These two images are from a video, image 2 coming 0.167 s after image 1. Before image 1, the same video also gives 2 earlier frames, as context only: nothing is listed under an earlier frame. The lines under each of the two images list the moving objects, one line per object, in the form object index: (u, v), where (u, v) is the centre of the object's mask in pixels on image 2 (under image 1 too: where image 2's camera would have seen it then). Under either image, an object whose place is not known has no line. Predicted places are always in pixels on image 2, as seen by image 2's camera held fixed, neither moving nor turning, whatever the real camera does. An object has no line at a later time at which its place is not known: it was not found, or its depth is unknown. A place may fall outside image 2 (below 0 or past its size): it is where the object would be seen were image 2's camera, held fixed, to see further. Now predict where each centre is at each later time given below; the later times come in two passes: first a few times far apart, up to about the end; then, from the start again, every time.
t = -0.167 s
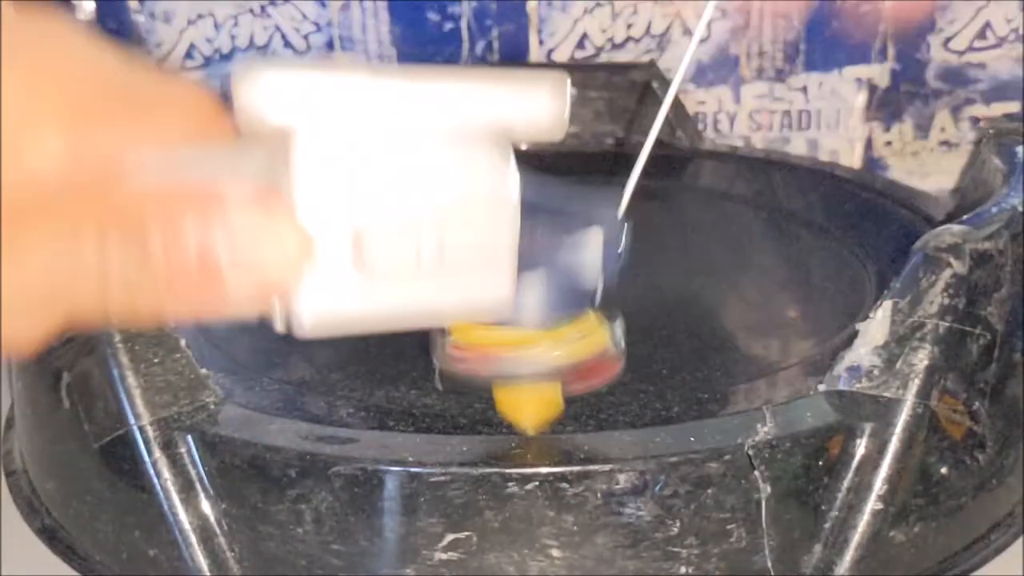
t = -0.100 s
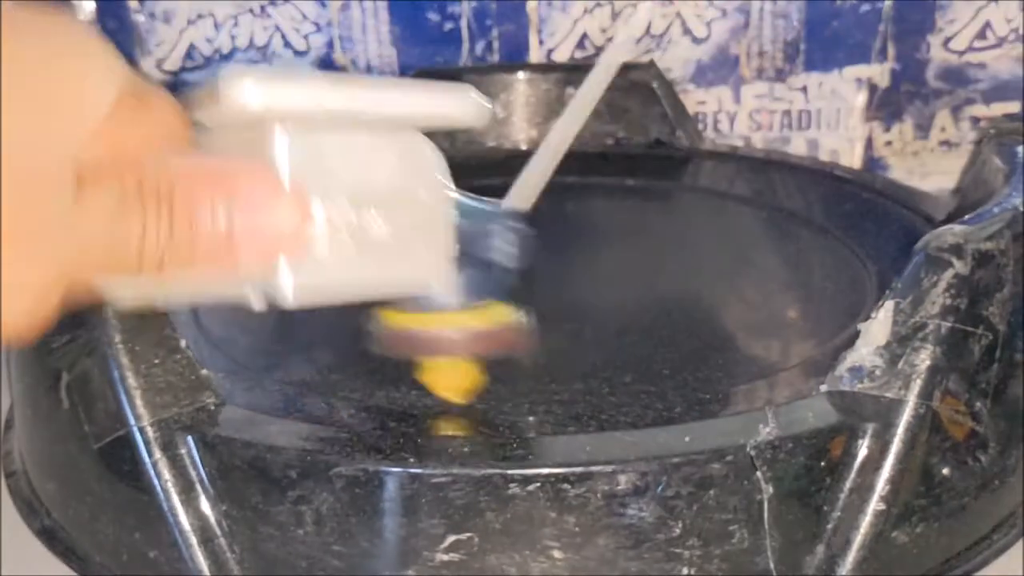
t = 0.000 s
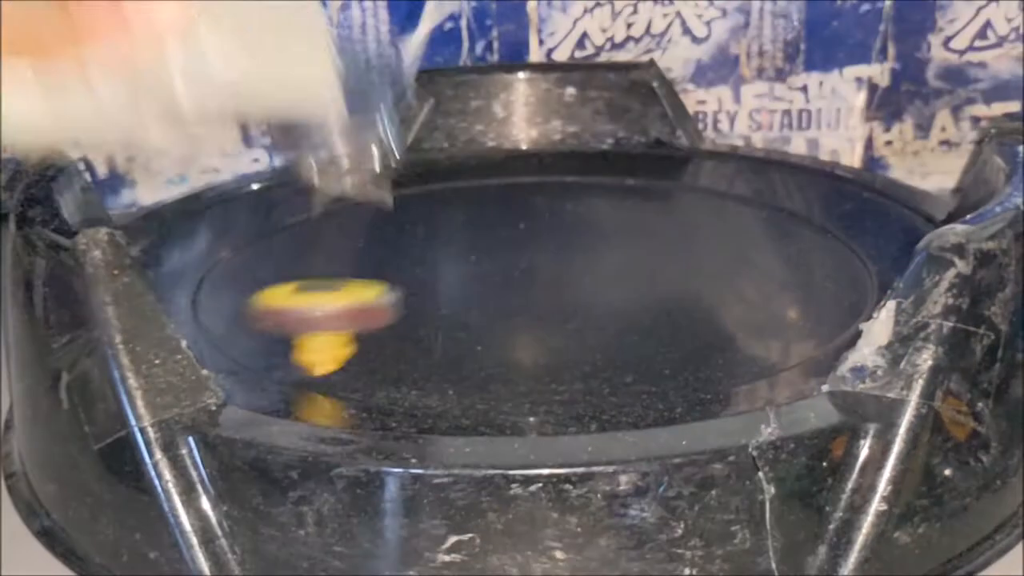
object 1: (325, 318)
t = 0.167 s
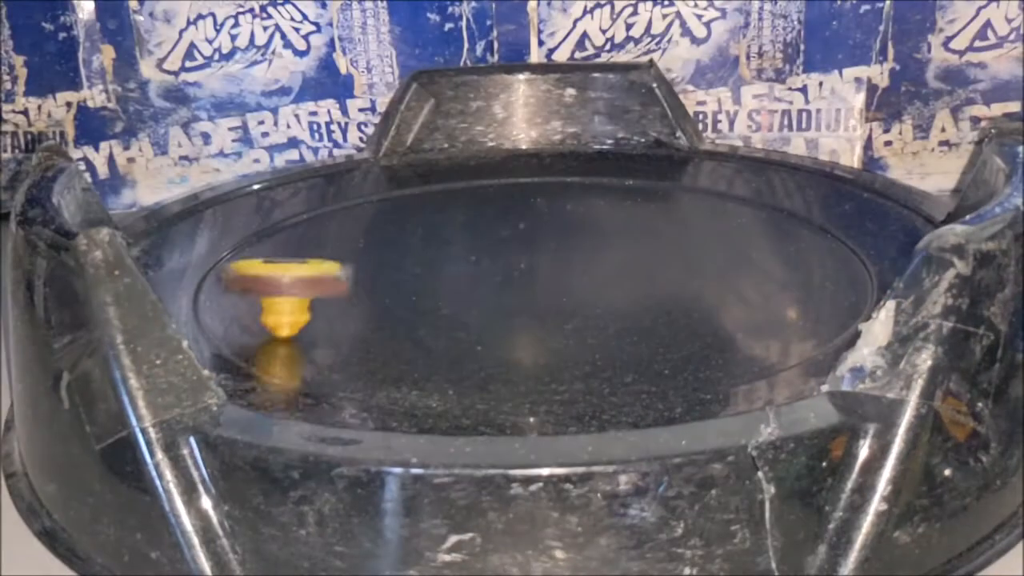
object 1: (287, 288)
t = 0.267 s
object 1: (340, 270)
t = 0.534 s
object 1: (543, 229)
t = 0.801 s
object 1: (576, 226)
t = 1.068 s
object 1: (463, 265)
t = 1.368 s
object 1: (394, 233)
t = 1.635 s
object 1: (411, 236)
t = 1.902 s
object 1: (506, 245)
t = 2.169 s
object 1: (573, 220)
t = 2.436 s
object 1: (557, 211)
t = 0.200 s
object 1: (301, 282)
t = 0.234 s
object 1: (320, 275)
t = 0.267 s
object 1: (340, 270)
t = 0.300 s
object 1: (365, 264)
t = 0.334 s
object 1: (392, 260)
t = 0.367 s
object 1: (418, 253)
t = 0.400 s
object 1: (447, 249)
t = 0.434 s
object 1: (473, 242)
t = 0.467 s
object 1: (499, 237)
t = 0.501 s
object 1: (522, 234)
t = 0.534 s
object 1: (543, 229)
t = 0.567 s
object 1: (560, 223)
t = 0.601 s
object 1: (574, 222)
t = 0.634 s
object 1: (585, 218)
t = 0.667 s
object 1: (592, 222)
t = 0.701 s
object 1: (594, 225)
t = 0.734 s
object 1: (592, 222)
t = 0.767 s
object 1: (588, 233)
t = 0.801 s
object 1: (576, 226)
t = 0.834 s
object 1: (564, 234)
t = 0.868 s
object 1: (550, 247)
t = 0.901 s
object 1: (534, 255)
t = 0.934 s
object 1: (527, 256)
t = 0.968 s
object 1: (502, 263)
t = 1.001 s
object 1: (492, 264)
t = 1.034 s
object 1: (469, 266)
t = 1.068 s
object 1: (463, 265)
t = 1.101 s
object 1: (449, 264)
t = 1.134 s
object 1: (438, 261)
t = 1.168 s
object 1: (429, 258)
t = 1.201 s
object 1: (421, 254)
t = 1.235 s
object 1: (414, 248)
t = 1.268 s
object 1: (408, 244)
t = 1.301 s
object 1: (403, 239)
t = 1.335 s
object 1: (398, 236)
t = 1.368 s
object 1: (394, 233)
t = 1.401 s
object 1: (391, 231)
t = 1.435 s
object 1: (390, 230)
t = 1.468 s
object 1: (390, 229)
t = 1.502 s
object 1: (390, 229)
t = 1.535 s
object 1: (393, 230)
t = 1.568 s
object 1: (397, 232)
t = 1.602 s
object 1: (403, 233)
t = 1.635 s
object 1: (411, 236)
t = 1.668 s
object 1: (419, 238)
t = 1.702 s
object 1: (429, 240)
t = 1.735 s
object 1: (440, 243)
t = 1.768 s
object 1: (453, 245)
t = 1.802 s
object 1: (466, 246)
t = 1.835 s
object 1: (480, 247)
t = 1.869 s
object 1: (493, 246)
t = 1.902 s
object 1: (506, 245)
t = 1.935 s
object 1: (519, 244)
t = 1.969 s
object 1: (530, 242)
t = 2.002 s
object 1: (542, 239)
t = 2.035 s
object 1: (551, 236)
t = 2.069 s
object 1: (559, 232)
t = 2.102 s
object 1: (565, 228)
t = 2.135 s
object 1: (570, 224)
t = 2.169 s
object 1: (573, 220)
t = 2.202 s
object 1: (575, 217)
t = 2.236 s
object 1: (576, 215)
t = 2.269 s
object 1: (575, 212)
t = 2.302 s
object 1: (573, 211)
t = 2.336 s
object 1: (569, 209)
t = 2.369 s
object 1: (565, 209)
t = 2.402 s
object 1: (561, 210)
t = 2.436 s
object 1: (557, 211)
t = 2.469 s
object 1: (553, 213)
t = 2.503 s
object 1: (549, 215)
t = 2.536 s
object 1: (545, 217)
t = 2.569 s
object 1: (542, 220)
